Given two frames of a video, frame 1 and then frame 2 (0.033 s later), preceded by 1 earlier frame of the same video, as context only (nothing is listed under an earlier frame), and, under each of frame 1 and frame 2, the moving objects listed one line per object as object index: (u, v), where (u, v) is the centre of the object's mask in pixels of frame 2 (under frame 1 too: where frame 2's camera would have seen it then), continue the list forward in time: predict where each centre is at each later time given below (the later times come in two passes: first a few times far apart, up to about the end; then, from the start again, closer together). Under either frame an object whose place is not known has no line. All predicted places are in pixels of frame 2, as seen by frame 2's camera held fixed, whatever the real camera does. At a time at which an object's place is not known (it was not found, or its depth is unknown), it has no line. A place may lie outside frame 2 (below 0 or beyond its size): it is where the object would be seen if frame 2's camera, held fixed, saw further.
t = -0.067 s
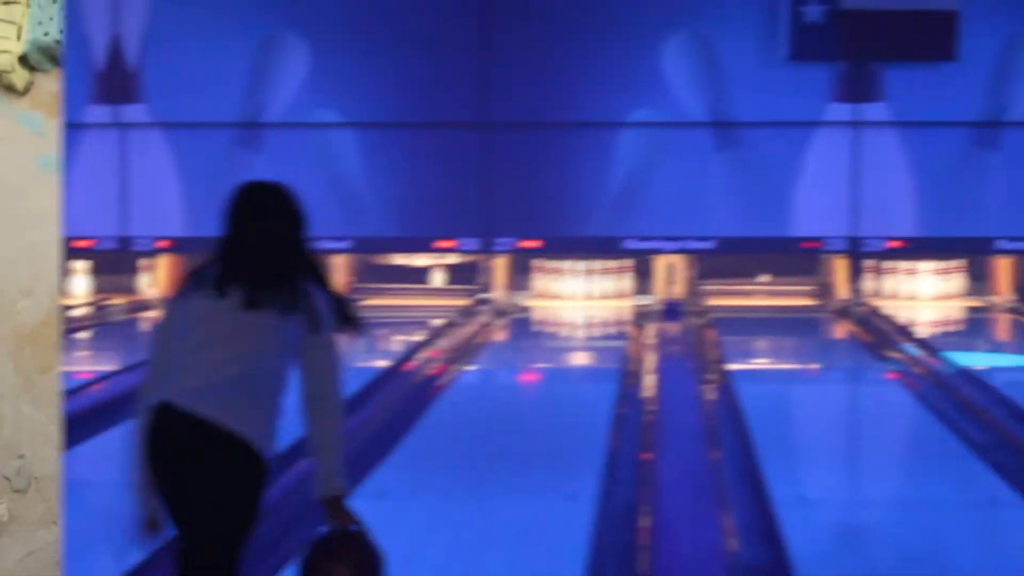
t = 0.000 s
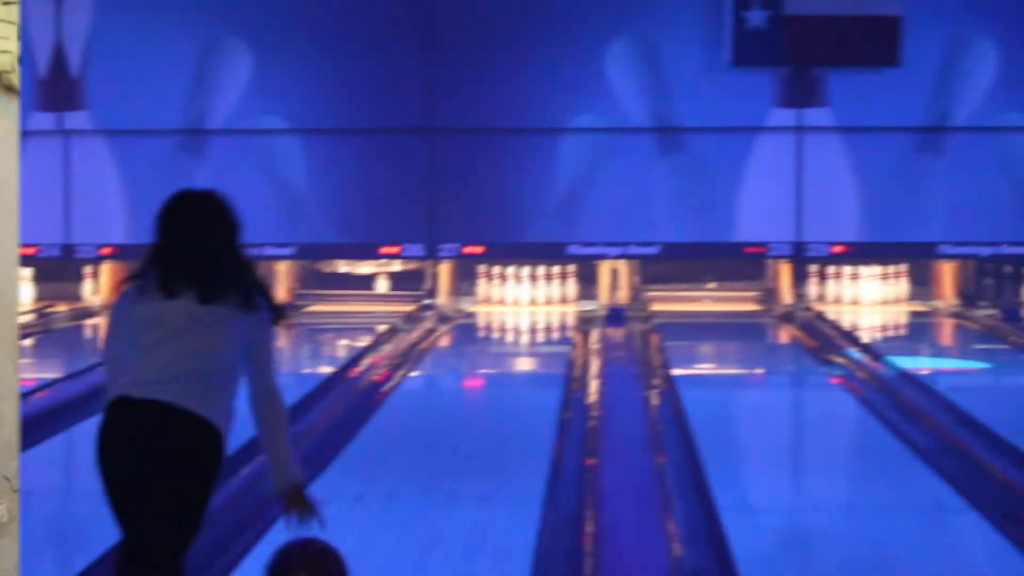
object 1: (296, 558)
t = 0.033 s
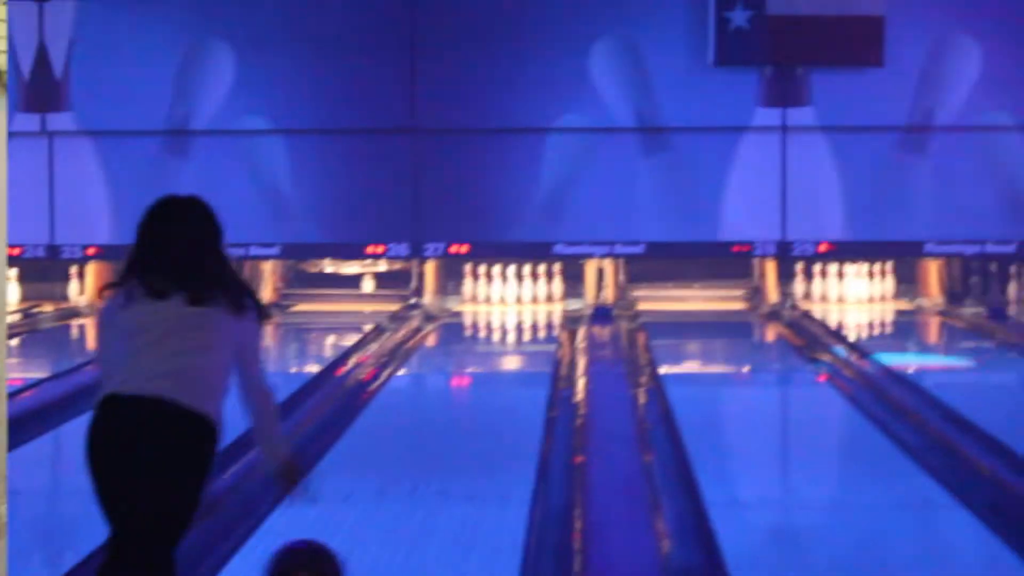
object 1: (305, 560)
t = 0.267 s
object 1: (355, 579)
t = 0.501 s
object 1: (391, 525)
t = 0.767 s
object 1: (420, 474)
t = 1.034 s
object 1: (443, 437)
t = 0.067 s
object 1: (313, 566)
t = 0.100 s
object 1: (322, 576)
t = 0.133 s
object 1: (330, 584)
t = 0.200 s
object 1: (345, 584)
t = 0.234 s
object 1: (350, 581)
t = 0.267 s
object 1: (355, 579)
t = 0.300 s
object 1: (361, 575)
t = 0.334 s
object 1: (366, 570)
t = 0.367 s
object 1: (371, 560)
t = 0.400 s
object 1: (377, 551)
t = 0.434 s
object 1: (382, 542)
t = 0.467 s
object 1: (387, 533)
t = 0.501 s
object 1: (391, 525)
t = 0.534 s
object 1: (395, 518)
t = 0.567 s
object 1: (399, 512)
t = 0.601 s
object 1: (403, 505)
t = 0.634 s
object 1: (406, 498)
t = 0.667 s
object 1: (410, 492)
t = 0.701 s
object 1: (414, 486)
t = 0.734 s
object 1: (417, 480)
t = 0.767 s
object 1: (420, 474)
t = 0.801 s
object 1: (423, 469)
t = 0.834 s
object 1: (424, 461)
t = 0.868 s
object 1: (427, 457)
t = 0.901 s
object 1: (430, 453)
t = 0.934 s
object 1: (434, 449)
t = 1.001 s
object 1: (442, 440)
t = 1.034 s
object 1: (443, 437)
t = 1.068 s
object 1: (445, 432)
